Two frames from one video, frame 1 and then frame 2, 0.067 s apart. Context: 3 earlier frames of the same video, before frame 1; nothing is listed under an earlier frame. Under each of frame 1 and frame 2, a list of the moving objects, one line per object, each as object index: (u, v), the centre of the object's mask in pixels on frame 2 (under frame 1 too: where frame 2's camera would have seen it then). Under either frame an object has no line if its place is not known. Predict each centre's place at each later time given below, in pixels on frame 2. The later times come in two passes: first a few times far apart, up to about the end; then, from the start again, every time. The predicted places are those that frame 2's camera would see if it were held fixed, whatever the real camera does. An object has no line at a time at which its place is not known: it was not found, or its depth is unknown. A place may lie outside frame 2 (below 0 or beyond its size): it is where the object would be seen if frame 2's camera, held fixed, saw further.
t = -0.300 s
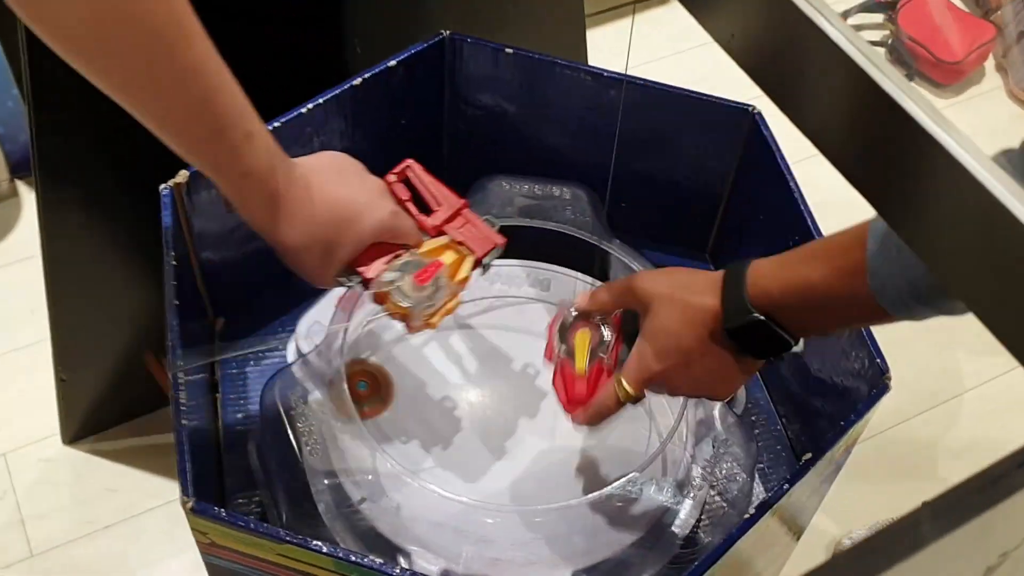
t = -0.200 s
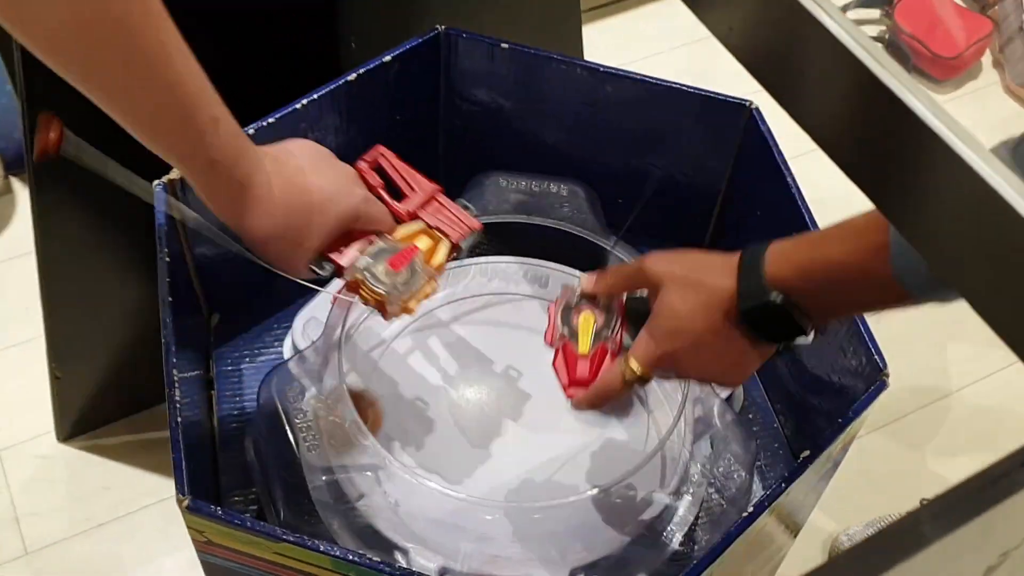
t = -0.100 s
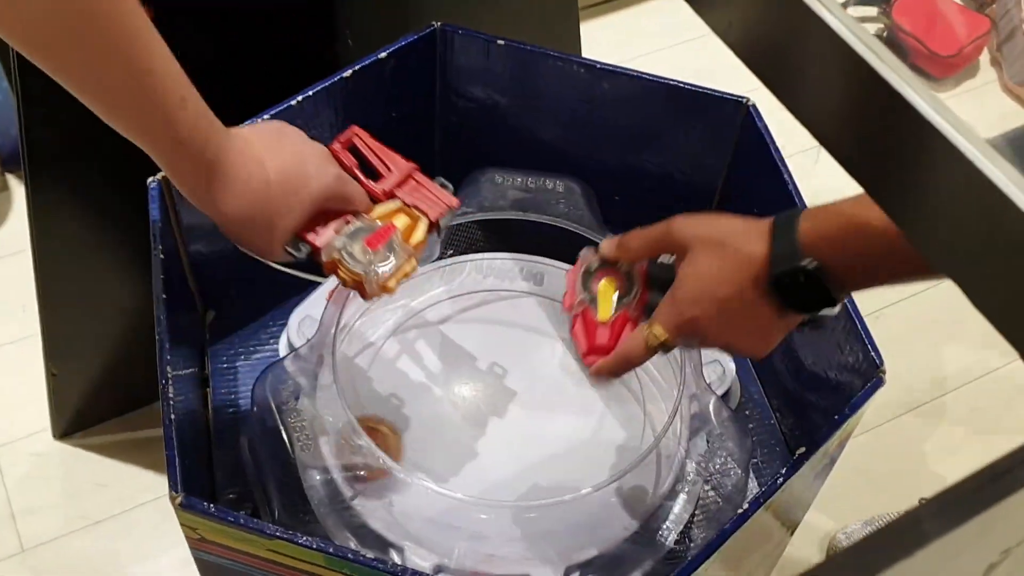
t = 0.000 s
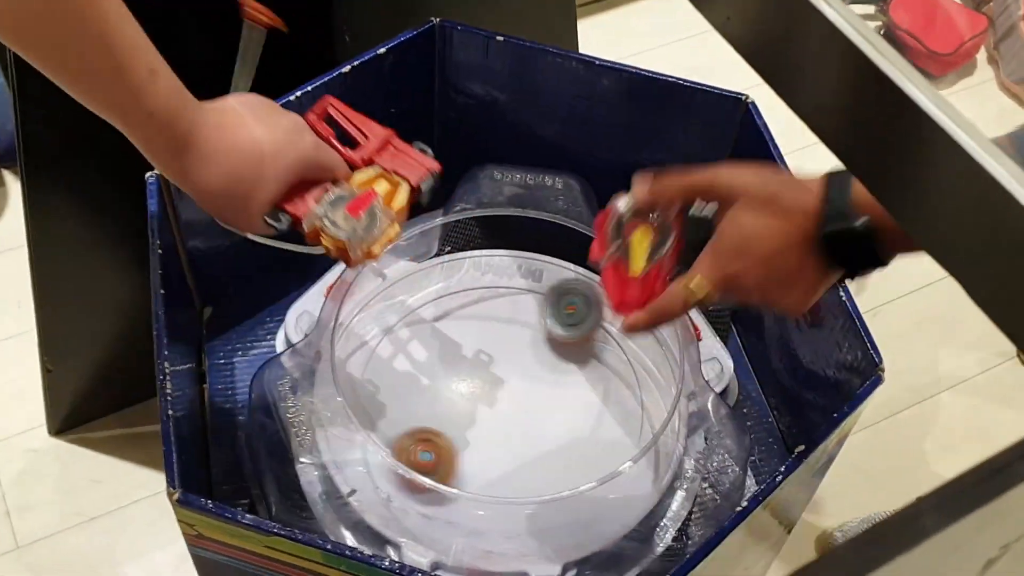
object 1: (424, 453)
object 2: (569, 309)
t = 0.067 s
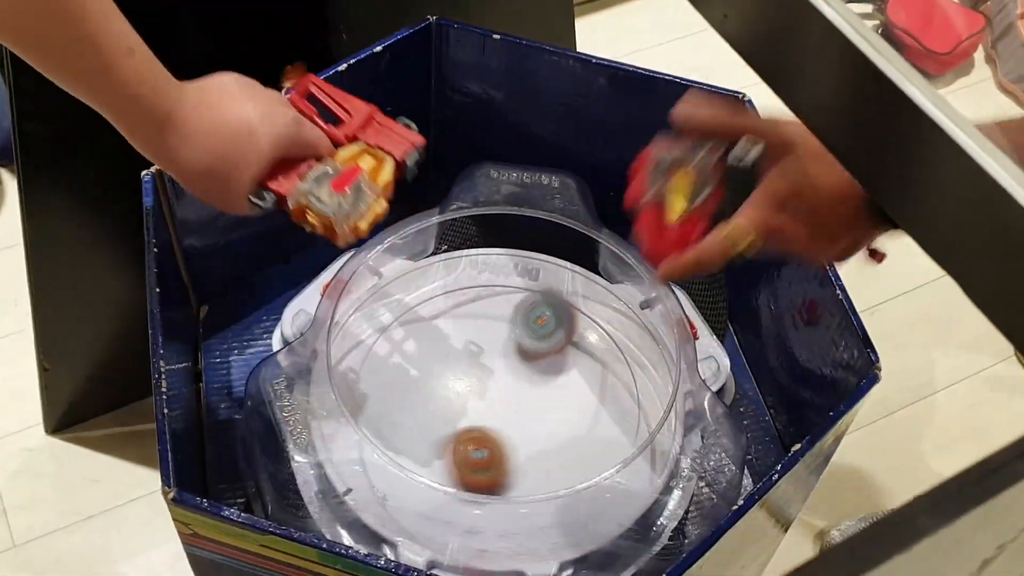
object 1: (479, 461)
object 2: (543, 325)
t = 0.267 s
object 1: (631, 367)
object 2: (478, 428)
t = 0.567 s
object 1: (506, 254)
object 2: (514, 473)
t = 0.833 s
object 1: (429, 360)
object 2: (587, 329)
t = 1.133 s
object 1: (527, 455)
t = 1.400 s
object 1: (595, 374)
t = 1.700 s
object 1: (497, 332)
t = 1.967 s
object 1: (458, 411)
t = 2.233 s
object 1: (519, 426)
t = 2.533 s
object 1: (528, 385)
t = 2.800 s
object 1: (493, 406)
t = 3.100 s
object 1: (512, 430)
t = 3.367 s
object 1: (518, 399)
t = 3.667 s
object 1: (468, 405)
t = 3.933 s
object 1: (487, 426)
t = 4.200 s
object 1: (503, 403)
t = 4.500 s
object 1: (466, 384)
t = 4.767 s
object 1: (468, 404)
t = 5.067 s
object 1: (498, 387)
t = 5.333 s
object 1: (481, 373)
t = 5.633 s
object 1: (485, 392)
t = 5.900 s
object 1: (513, 392)
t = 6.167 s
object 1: (501, 376)
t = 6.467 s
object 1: (500, 390)
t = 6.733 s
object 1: (515, 395)
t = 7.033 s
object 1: (507, 393)
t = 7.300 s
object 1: (506, 401)
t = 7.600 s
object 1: (508, 402)
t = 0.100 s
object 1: (509, 456)
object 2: (528, 337)
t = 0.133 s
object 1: (538, 445)
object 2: (517, 352)
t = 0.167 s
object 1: (569, 431)
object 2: (505, 369)
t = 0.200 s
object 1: (594, 412)
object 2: (494, 389)
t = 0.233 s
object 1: (615, 389)
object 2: (485, 408)
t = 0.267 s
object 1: (631, 367)
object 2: (478, 428)
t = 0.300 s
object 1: (634, 342)
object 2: (473, 447)
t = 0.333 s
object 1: (635, 325)
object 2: (472, 461)
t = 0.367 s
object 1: (626, 318)
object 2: (473, 479)
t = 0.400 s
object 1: (610, 306)
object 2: (476, 491)
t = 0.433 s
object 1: (592, 294)
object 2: (481, 498)
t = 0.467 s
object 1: (571, 281)
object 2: (490, 495)
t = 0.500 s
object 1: (549, 270)
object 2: (498, 498)
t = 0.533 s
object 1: (528, 260)
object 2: (506, 488)
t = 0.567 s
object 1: (506, 254)
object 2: (514, 473)
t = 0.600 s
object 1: (487, 249)
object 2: (524, 460)
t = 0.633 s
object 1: (468, 249)
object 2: (534, 444)
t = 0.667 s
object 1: (454, 256)
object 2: (544, 426)
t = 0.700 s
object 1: (446, 274)
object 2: (553, 403)
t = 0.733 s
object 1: (438, 297)
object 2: (561, 383)
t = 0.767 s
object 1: (433, 317)
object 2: (570, 364)
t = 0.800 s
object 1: (430, 339)
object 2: (578, 347)
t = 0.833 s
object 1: (429, 360)
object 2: (587, 329)
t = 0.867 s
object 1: (431, 379)
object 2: (591, 314)
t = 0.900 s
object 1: (436, 398)
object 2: (580, 313)
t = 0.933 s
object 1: (444, 414)
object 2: (567, 317)
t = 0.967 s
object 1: (455, 428)
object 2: (553, 320)
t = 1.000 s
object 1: (467, 439)
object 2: (538, 327)
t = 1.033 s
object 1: (481, 447)
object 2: (526, 333)
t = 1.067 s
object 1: (496, 454)
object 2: (513, 342)
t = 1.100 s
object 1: (511, 456)
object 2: (504, 352)
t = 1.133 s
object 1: (527, 455)
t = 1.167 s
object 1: (542, 451)
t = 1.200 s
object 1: (557, 445)
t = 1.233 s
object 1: (571, 437)
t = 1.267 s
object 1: (582, 427)
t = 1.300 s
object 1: (590, 414)
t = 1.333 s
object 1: (595, 399)
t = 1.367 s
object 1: (597, 387)
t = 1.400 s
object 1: (595, 374)
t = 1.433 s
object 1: (591, 362)
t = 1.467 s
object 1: (584, 352)
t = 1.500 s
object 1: (575, 343)
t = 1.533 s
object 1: (564, 336)
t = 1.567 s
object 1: (551, 330)
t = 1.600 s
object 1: (538, 327)
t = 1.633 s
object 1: (524, 326)
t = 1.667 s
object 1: (510, 328)
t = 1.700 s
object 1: (497, 332)
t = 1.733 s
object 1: (484, 339)
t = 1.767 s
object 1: (473, 348)
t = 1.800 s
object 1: (465, 358)
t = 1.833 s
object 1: (458, 368)
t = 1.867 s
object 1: (454, 380)
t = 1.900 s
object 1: (453, 392)
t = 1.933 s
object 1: (455, 402)
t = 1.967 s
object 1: (458, 411)
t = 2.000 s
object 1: (464, 421)
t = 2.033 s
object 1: (470, 426)
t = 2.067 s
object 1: (479, 431)
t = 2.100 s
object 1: (488, 433)
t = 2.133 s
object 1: (497, 434)
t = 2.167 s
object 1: (505, 433)
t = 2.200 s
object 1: (512, 430)
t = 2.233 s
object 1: (519, 426)
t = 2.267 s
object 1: (524, 422)
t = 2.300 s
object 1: (529, 416)
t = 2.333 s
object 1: (531, 411)
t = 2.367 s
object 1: (533, 405)
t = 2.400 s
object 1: (534, 400)
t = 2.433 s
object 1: (535, 395)
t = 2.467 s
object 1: (534, 390)
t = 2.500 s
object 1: (532, 387)
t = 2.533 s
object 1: (528, 385)
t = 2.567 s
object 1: (524, 384)
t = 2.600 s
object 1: (519, 385)
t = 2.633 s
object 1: (513, 387)
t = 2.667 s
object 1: (508, 389)
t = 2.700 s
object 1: (502, 393)
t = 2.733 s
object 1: (498, 397)
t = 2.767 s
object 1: (495, 402)
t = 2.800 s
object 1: (493, 406)
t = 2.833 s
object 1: (491, 411)
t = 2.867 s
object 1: (490, 416)
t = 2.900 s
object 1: (491, 420)
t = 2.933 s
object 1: (492, 424)
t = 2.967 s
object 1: (494, 427)
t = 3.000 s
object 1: (498, 430)
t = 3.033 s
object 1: (502, 431)
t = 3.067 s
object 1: (507, 431)
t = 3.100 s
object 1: (512, 430)
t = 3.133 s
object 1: (516, 428)
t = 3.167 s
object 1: (520, 425)
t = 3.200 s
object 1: (522, 421)
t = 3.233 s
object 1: (524, 416)
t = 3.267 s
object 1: (524, 412)
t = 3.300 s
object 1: (523, 407)
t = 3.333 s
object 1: (521, 402)
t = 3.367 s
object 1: (518, 399)
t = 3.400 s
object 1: (513, 396)
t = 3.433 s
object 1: (507, 394)
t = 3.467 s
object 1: (501, 393)
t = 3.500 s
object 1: (494, 393)
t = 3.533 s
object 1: (487, 394)
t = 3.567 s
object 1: (481, 395)
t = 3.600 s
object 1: (475, 398)
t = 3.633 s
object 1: (471, 401)
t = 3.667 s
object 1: (468, 405)
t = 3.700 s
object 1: (466, 409)
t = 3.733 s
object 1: (466, 413)
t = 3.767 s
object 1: (467, 416)
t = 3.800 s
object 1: (469, 420)
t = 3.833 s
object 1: (473, 422)
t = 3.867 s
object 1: (477, 424)
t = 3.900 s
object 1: (482, 426)
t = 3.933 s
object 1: (487, 426)
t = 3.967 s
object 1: (491, 425)
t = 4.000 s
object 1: (495, 423)
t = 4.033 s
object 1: (498, 422)
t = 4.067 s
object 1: (501, 419)
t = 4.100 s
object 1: (503, 415)
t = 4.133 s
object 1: (504, 411)
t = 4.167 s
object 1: (504, 407)
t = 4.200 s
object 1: (503, 403)
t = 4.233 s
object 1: (501, 399)
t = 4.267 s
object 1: (499, 395)
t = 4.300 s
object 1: (496, 391)
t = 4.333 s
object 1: (492, 387)
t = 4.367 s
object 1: (487, 385)
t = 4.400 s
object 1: (481, 384)
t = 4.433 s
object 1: (476, 382)
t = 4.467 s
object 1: (471, 382)
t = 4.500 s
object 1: (466, 384)
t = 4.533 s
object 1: (463, 386)
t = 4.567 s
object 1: (460, 388)
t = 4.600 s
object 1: (459, 391)
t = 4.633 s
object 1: (459, 395)
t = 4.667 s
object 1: (460, 398)
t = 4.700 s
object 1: (462, 401)
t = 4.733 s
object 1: (465, 403)
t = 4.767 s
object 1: (468, 404)
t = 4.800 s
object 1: (472, 405)
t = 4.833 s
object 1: (476, 405)
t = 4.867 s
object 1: (481, 404)
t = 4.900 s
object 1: (485, 402)
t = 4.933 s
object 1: (488, 400)
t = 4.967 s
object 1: (492, 397)
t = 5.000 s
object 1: (495, 394)
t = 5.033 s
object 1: (497, 391)
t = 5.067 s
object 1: (498, 387)
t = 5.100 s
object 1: (498, 383)
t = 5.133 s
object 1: (498, 380)
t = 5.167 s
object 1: (496, 377)
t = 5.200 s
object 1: (494, 374)
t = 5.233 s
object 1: (491, 373)
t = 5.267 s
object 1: (488, 372)
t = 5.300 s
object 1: (485, 372)
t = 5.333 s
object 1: (481, 373)
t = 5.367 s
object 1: (478, 375)
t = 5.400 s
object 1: (476, 377)
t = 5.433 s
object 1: (475, 379)
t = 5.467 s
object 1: (475, 382)
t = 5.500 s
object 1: (475, 384)
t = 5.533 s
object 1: (476, 387)
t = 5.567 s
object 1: (479, 389)
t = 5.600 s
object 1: (482, 390)
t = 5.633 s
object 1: (485, 392)
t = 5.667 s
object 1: (489, 393)
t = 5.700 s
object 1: (493, 394)
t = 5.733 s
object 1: (497, 394)
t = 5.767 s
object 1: (501, 394)
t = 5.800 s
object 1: (506, 394)
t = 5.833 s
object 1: (509, 394)
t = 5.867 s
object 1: (511, 393)
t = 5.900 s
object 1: (513, 392)
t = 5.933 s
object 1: (514, 390)
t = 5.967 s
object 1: (514, 388)
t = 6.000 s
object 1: (513, 385)
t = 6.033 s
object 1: (511, 383)
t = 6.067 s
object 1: (509, 380)
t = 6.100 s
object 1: (507, 378)
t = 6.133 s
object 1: (504, 377)
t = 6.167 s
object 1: (501, 376)
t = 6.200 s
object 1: (500, 376)
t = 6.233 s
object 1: (498, 377)
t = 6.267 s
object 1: (497, 378)
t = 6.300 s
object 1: (496, 380)
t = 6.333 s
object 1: (496, 381)
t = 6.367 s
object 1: (496, 383)
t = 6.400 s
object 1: (497, 386)
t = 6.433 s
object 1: (498, 388)
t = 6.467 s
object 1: (500, 390)
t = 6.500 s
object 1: (501, 392)
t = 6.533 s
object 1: (504, 394)
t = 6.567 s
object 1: (506, 395)
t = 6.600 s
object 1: (508, 396)
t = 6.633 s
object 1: (510, 396)
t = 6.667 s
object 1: (512, 396)
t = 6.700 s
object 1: (514, 396)
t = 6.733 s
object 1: (515, 395)
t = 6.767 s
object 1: (515, 393)
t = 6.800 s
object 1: (515, 392)
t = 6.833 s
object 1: (514, 391)
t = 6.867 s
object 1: (514, 391)
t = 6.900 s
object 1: (512, 390)
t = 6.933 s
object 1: (511, 391)
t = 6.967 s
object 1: (510, 391)
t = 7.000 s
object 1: (508, 392)
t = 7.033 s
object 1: (507, 393)
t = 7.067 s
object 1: (506, 394)
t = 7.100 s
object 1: (506, 395)
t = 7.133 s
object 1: (505, 396)
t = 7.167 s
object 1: (506, 398)
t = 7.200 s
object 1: (505, 399)
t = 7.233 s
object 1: (505, 400)
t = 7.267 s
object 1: (506, 401)
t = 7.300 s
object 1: (506, 401)
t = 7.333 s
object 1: (507, 401)
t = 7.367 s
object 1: (507, 402)
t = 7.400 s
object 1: (508, 402)
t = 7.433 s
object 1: (508, 402)
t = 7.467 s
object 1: (508, 402)
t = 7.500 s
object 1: (508, 402)
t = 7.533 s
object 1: (508, 402)
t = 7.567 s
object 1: (508, 402)
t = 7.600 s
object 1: (508, 402)
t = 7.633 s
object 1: (508, 401)
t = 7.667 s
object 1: (508, 401)
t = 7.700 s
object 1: (507, 401)
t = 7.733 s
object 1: (507, 401)
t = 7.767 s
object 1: (506, 401)
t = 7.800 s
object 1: (505, 401)
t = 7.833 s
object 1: (504, 401)
